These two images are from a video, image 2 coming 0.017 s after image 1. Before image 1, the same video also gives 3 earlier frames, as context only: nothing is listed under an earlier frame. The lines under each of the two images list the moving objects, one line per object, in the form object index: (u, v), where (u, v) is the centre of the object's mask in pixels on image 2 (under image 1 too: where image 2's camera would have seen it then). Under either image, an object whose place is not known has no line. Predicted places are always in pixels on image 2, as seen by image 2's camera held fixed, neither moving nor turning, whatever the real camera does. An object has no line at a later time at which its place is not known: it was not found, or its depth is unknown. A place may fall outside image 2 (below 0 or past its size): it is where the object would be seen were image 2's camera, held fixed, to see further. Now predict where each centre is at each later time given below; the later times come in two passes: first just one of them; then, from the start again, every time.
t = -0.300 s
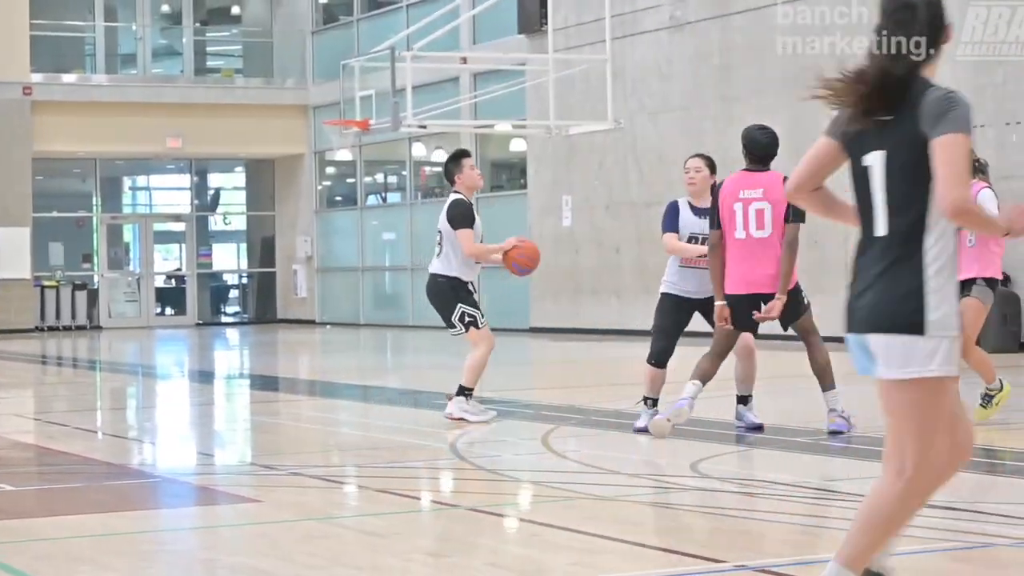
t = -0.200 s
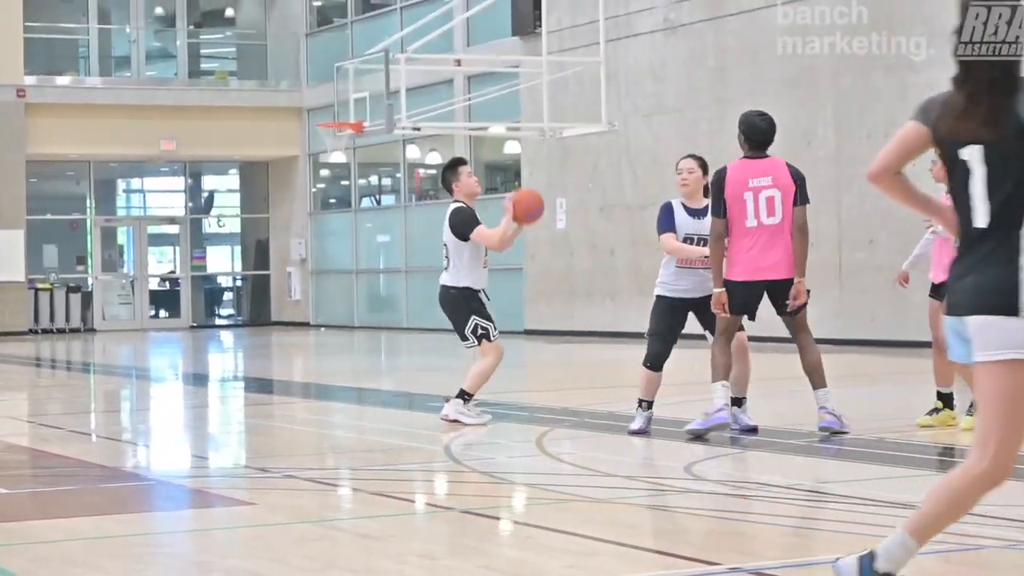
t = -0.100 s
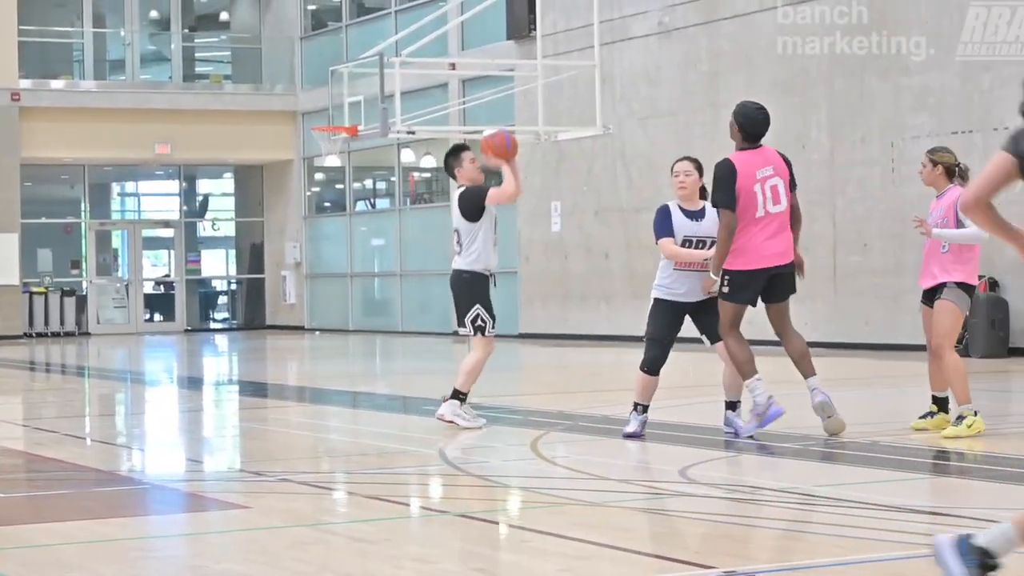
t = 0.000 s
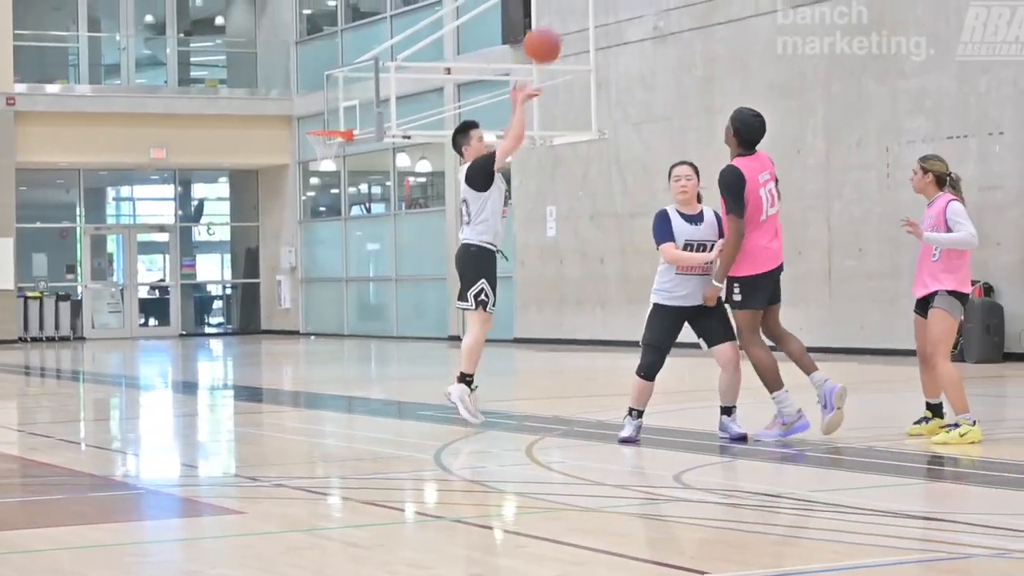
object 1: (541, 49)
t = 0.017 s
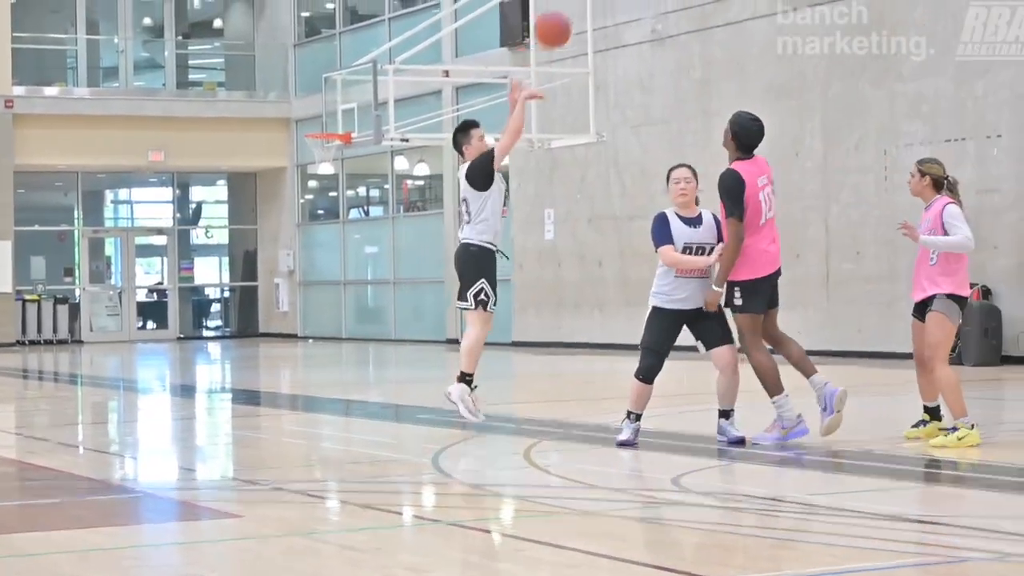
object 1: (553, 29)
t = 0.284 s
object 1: (755, -232)
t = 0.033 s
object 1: (564, 11)
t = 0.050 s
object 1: (575, -3)
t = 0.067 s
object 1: (587, -17)
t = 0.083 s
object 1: (600, -32)
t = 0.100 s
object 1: (611, -48)
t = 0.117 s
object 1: (623, -63)
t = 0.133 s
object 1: (636, -80)
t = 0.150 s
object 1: (647, -97)
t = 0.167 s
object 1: (658, -114)
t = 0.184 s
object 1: (672, -132)
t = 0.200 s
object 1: (686, -152)
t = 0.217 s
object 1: (700, -171)
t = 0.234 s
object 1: (714, -189)
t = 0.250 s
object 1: (728, -204)
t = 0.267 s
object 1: (742, -218)
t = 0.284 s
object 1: (755, -232)
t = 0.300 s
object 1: (769, -246)
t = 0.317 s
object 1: (782, -258)
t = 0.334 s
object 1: (796, -270)
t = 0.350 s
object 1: (810, -281)
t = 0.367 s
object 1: (823, -293)
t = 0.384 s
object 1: (837, -304)
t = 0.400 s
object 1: (851, -315)
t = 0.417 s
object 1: (864, -325)
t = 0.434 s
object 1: (878, -336)
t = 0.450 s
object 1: (891, -346)
